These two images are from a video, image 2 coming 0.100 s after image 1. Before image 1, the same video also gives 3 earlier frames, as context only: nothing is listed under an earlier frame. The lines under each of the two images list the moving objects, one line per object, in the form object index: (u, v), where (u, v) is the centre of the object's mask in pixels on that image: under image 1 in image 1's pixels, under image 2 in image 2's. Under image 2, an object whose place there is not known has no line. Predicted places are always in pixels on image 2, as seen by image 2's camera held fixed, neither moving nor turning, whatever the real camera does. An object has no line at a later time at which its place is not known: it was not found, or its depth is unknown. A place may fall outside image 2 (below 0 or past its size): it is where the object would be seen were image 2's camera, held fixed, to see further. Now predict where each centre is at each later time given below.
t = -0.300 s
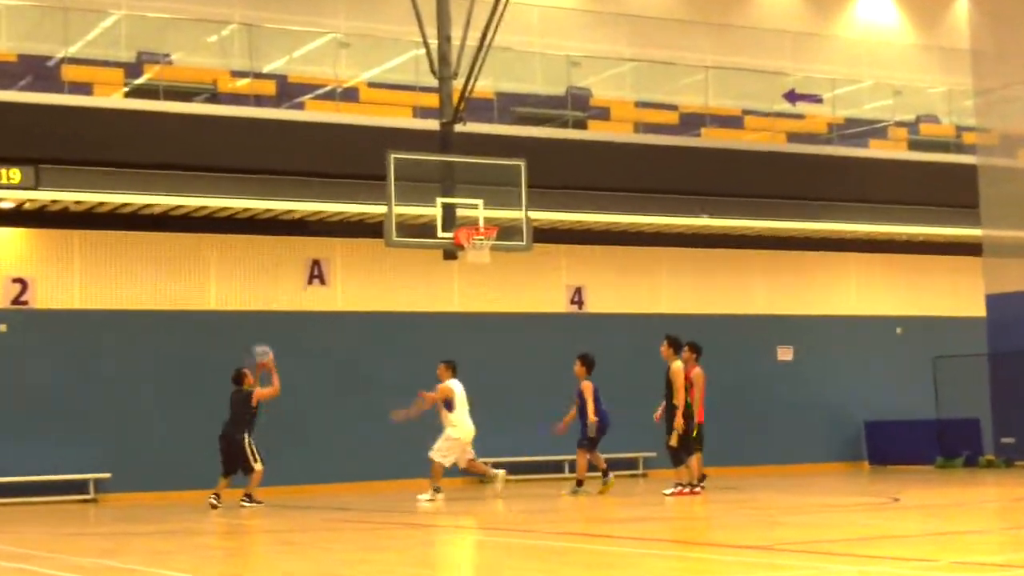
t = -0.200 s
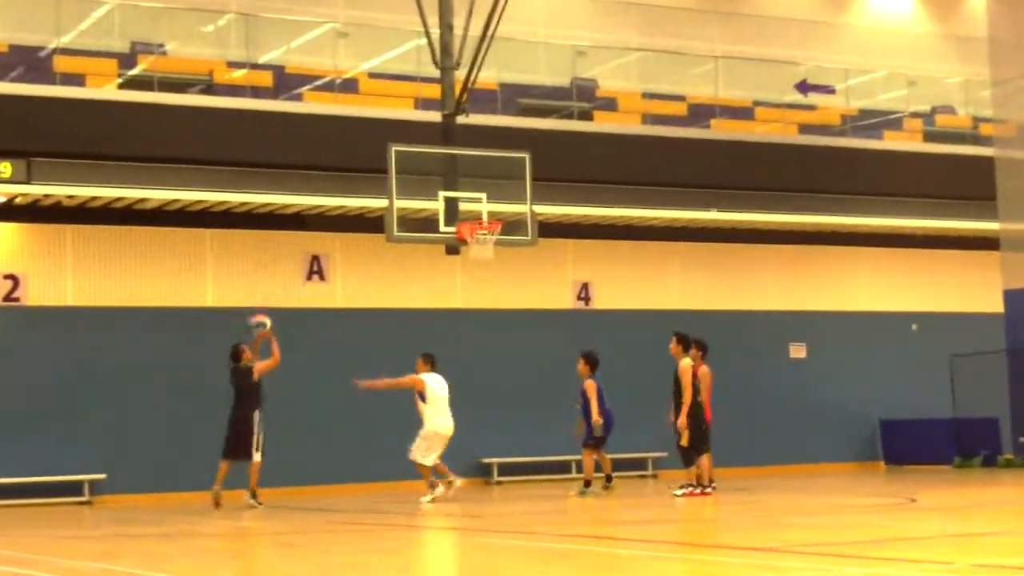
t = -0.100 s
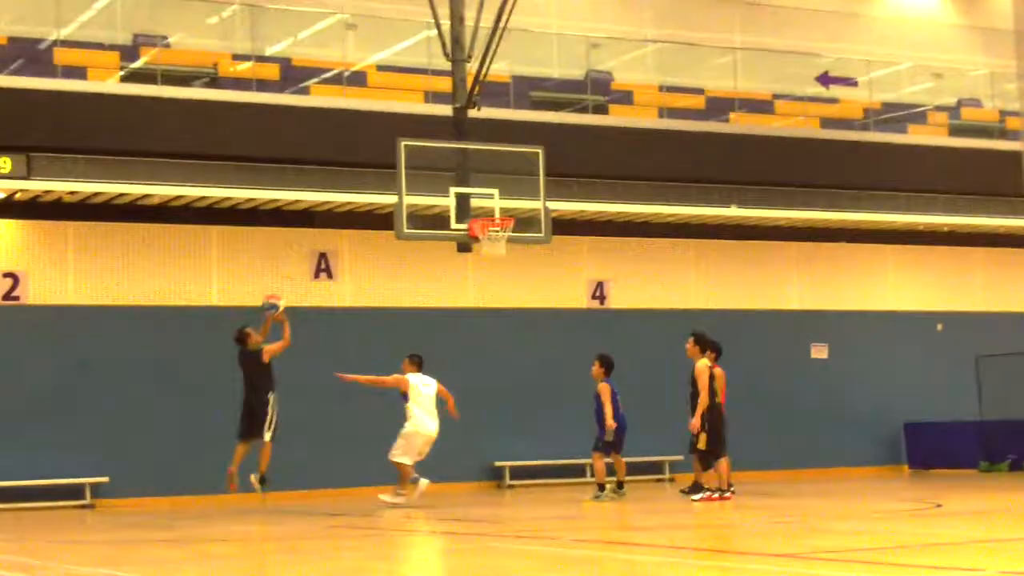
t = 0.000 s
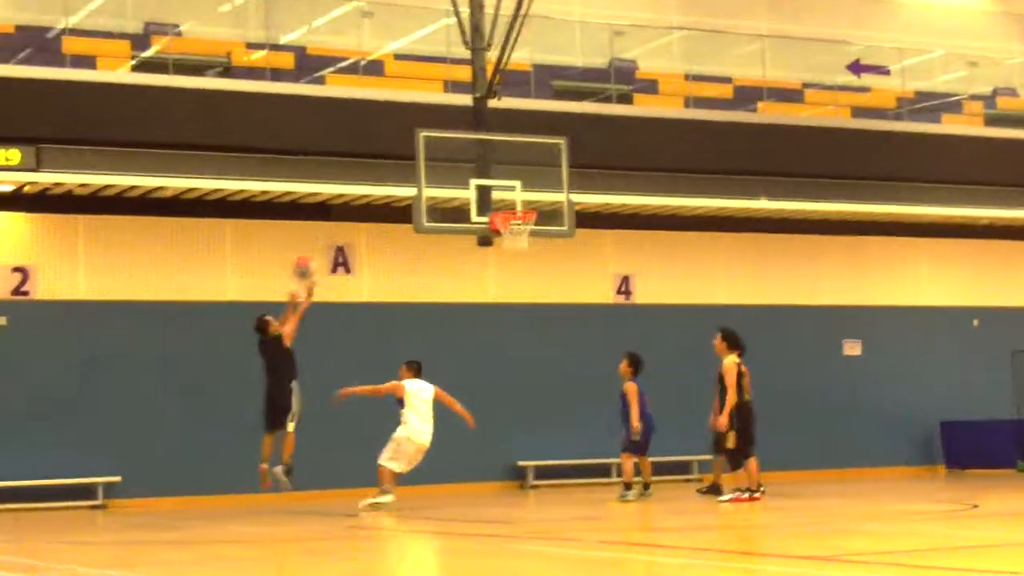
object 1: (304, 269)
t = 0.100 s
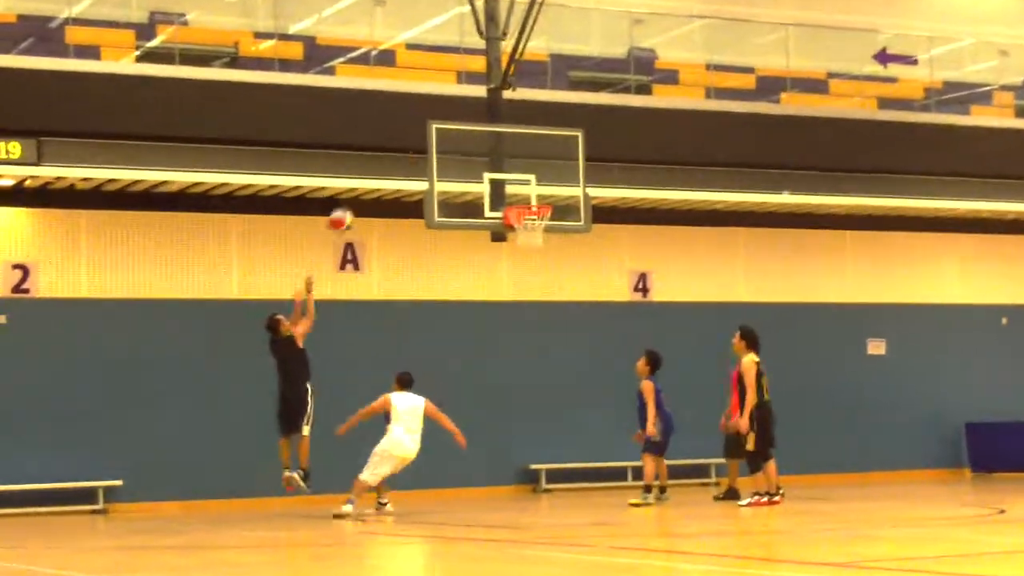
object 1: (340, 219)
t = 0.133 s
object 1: (348, 208)
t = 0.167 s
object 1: (358, 200)
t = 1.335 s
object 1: (534, 249)
